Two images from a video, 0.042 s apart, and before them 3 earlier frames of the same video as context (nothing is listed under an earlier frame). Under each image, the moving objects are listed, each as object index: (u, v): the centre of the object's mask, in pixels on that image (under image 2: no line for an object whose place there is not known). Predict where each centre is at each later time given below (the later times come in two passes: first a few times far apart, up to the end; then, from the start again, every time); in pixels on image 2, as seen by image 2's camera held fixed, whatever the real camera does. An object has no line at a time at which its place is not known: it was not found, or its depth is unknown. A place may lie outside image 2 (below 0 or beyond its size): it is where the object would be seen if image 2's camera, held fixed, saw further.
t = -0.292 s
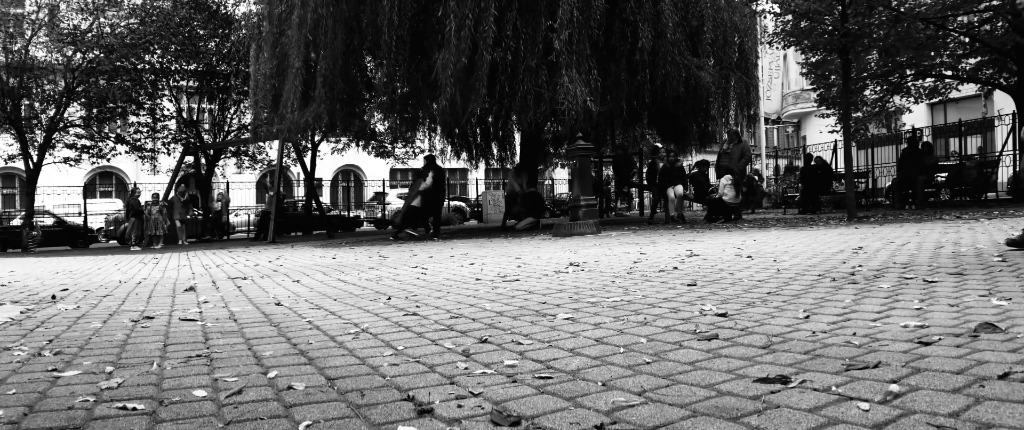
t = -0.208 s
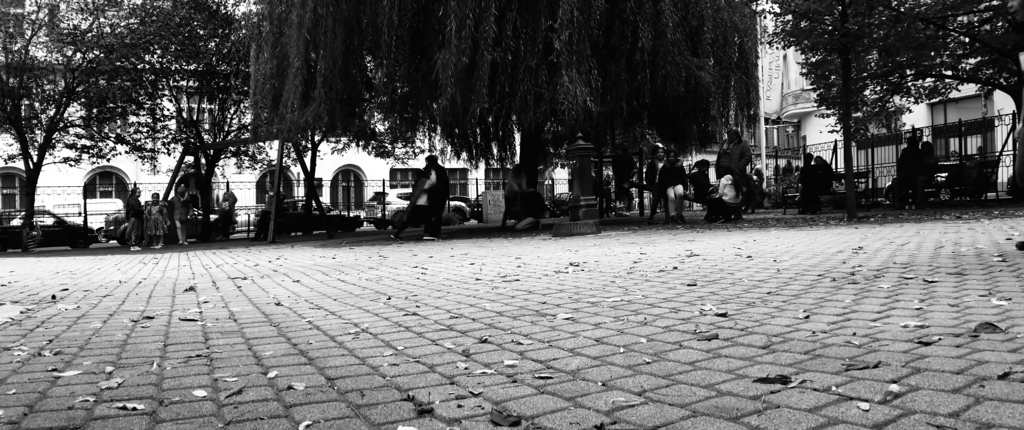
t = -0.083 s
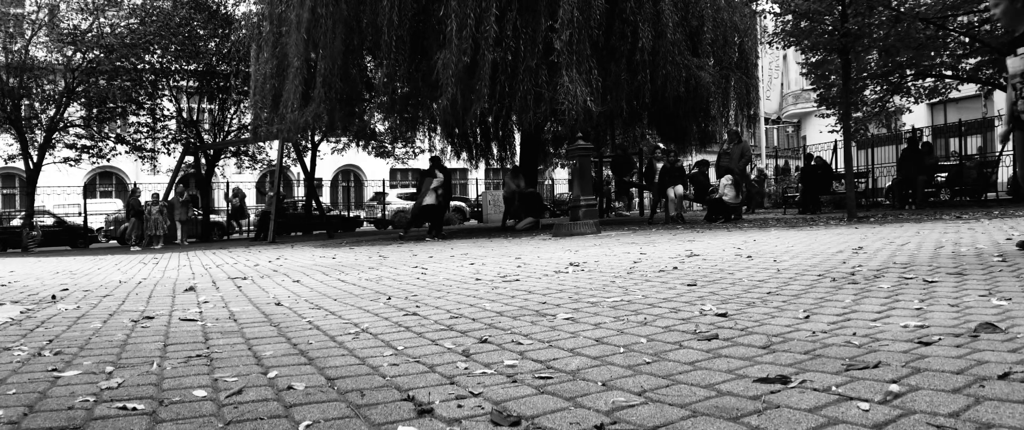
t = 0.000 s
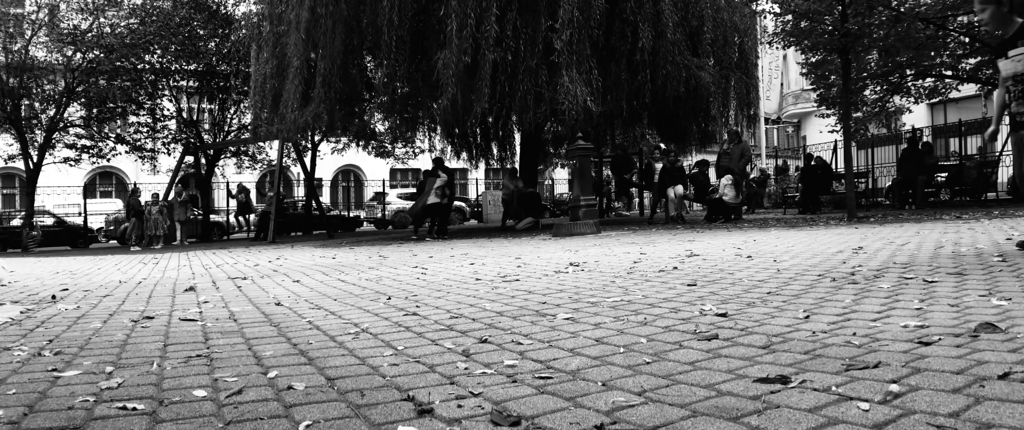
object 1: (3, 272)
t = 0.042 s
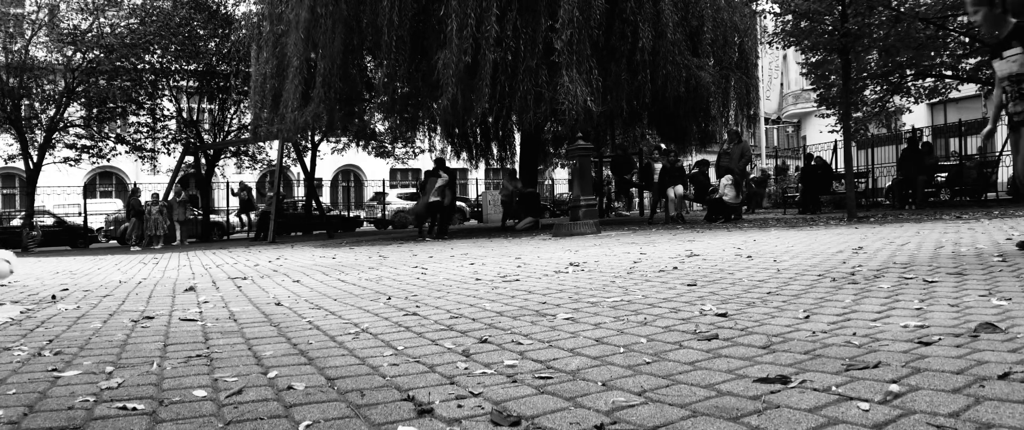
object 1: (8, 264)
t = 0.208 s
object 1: (43, 257)
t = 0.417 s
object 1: (99, 256)
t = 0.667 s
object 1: (168, 256)
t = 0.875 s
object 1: (227, 254)
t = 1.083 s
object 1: (286, 254)
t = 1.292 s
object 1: (345, 255)
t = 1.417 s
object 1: (382, 253)
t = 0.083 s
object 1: (13, 259)
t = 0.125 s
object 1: (21, 256)
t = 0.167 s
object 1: (32, 255)
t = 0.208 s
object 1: (43, 257)
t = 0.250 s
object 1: (54, 261)
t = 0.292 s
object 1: (65, 268)
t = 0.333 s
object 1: (76, 264)
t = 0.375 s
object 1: (88, 259)
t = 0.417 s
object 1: (99, 256)
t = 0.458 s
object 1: (110, 257)
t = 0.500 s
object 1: (121, 259)
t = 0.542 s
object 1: (134, 264)
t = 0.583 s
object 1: (145, 261)
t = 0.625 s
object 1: (156, 258)
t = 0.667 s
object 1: (168, 256)
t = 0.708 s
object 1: (180, 257)
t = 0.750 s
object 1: (192, 261)
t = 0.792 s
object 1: (204, 259)
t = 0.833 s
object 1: (215, 255)
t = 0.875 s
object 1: (227, 254)
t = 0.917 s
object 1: (238, 254)
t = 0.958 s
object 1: (249, 257)
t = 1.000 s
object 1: (262, 257)
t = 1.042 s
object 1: (274, 255)
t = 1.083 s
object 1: (286, 254)
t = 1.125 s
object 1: (299, 257)
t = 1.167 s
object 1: (310, 255)
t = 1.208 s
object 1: (322, 255)
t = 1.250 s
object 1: (333, 256)
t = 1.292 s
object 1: (345, 255)
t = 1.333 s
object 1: (357, 255)
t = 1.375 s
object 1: (370, 255)
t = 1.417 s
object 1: (382, 253)
